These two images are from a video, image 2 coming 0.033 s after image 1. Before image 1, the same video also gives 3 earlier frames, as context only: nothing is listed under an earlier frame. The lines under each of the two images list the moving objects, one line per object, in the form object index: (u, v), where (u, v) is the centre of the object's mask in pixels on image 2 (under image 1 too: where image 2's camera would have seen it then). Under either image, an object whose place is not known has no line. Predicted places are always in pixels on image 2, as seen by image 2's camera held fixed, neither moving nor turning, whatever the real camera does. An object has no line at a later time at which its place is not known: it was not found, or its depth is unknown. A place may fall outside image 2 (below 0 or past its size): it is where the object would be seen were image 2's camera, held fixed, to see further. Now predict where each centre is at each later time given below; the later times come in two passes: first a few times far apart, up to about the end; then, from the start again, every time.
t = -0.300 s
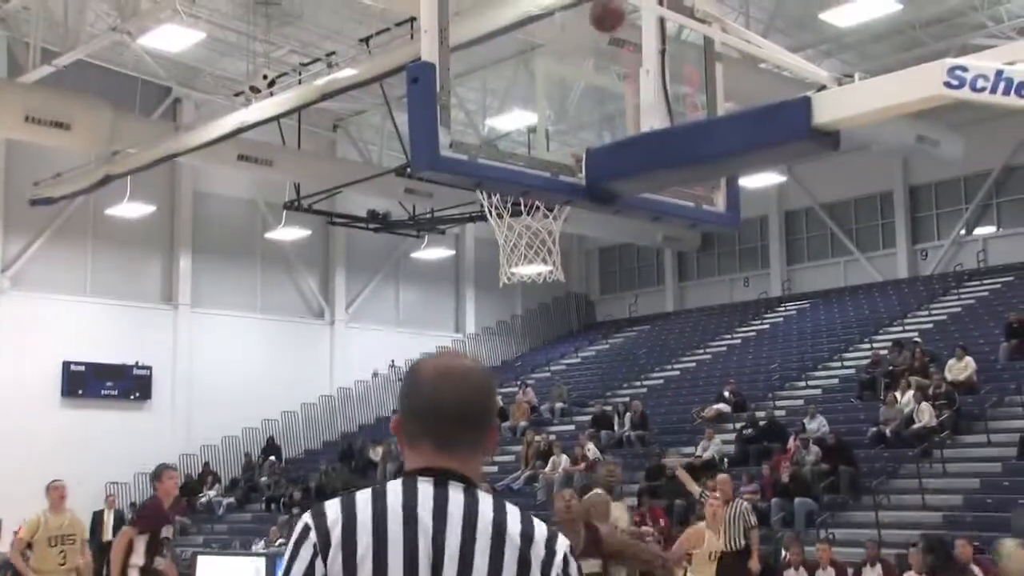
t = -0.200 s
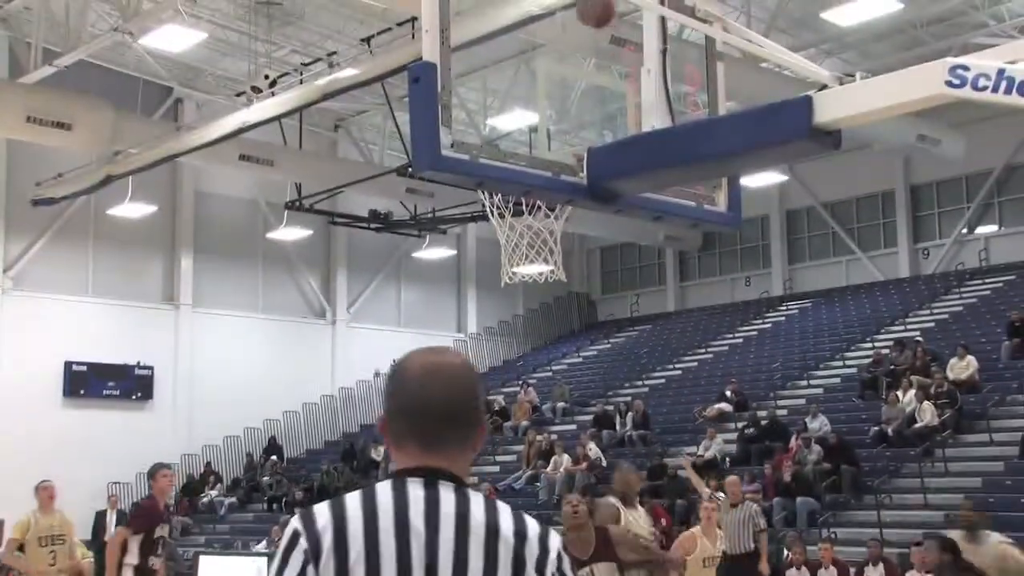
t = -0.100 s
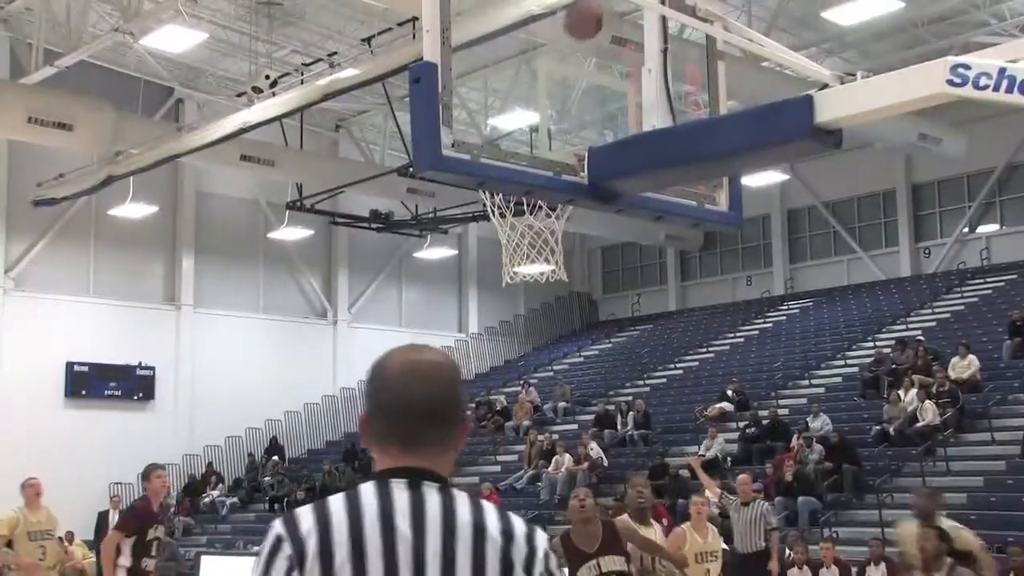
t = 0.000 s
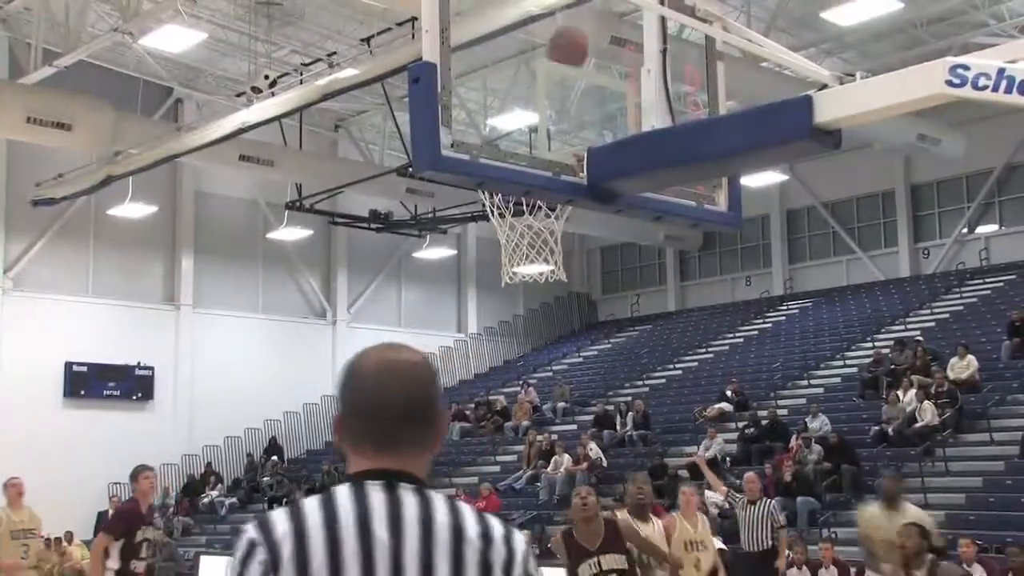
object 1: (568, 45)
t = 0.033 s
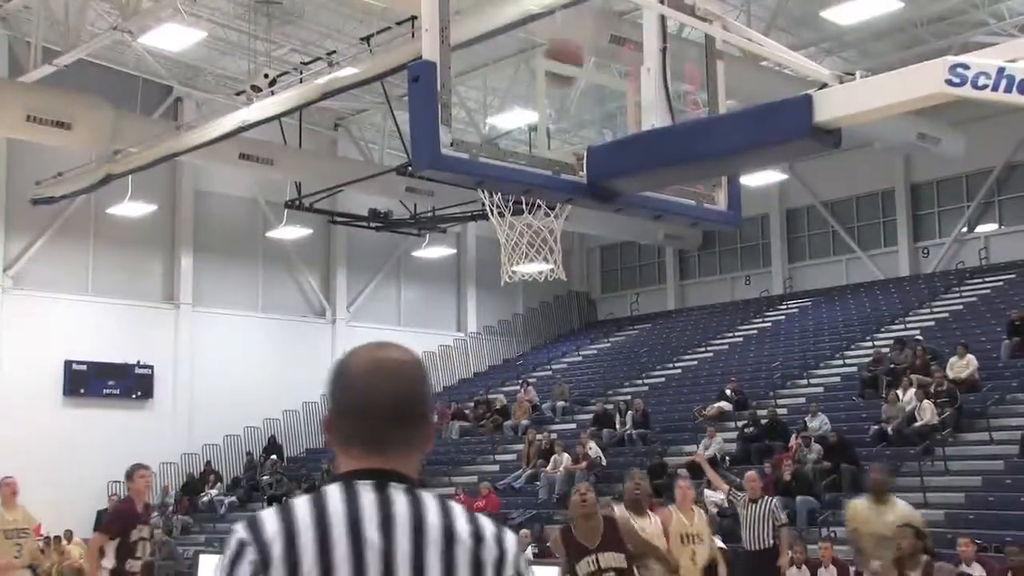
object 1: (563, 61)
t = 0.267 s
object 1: (520, 122)
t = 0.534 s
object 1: (470, 27)
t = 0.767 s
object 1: (367, 89)
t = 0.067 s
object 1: (560, 87)
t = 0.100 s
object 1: (559, 98)
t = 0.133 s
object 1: (547, 125)
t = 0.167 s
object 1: (529, 141)
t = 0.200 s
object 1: (529, 148)
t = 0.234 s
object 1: (524, 138)
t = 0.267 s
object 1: (520, 122)
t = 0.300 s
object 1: (516, 98)
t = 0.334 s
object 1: (513, 85)
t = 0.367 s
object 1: (509, 70)
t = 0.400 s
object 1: (503, 56)
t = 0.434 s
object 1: (498, 43)
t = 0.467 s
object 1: (493, 34)
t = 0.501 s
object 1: (480, 28)
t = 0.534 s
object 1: (470, 27)
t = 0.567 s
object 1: (463, 29)
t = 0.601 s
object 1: (455, 31)
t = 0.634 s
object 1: (409, 38)
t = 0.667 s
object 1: (402, 43)
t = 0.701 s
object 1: (391, 57)
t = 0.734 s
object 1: (381, 72)
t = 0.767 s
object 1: (367, 89)
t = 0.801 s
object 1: (353, 108)
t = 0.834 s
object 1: (340, 128)
